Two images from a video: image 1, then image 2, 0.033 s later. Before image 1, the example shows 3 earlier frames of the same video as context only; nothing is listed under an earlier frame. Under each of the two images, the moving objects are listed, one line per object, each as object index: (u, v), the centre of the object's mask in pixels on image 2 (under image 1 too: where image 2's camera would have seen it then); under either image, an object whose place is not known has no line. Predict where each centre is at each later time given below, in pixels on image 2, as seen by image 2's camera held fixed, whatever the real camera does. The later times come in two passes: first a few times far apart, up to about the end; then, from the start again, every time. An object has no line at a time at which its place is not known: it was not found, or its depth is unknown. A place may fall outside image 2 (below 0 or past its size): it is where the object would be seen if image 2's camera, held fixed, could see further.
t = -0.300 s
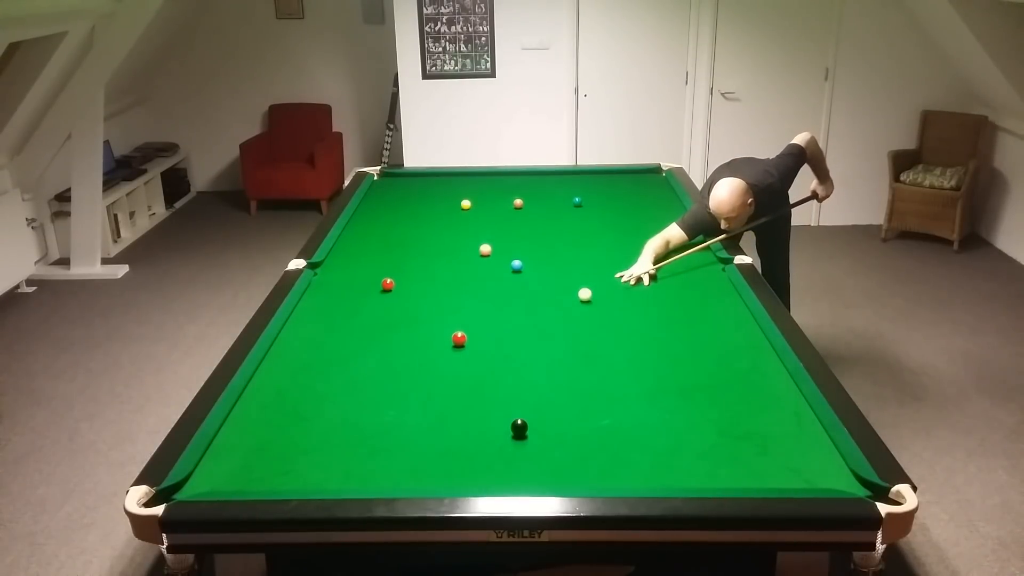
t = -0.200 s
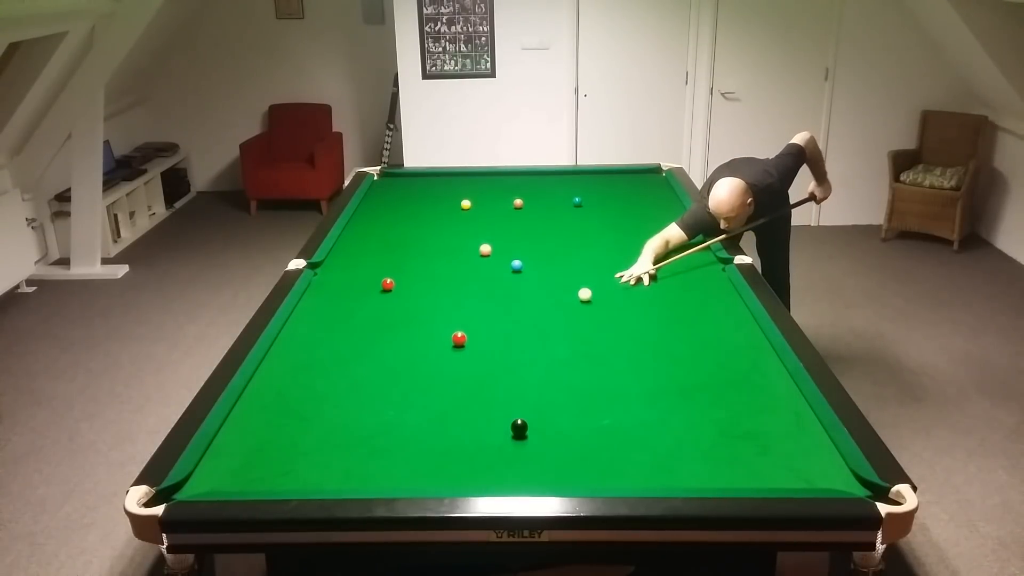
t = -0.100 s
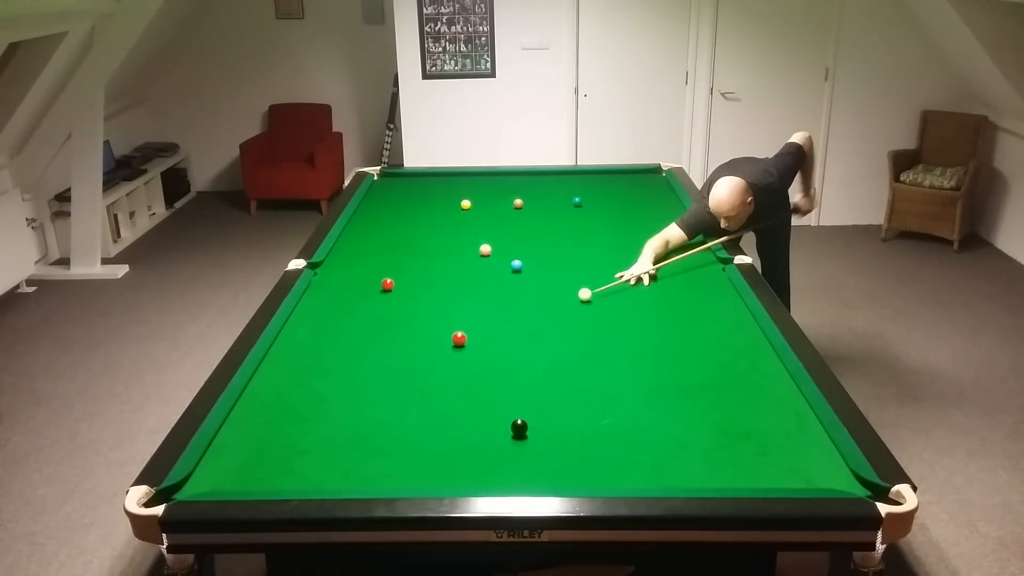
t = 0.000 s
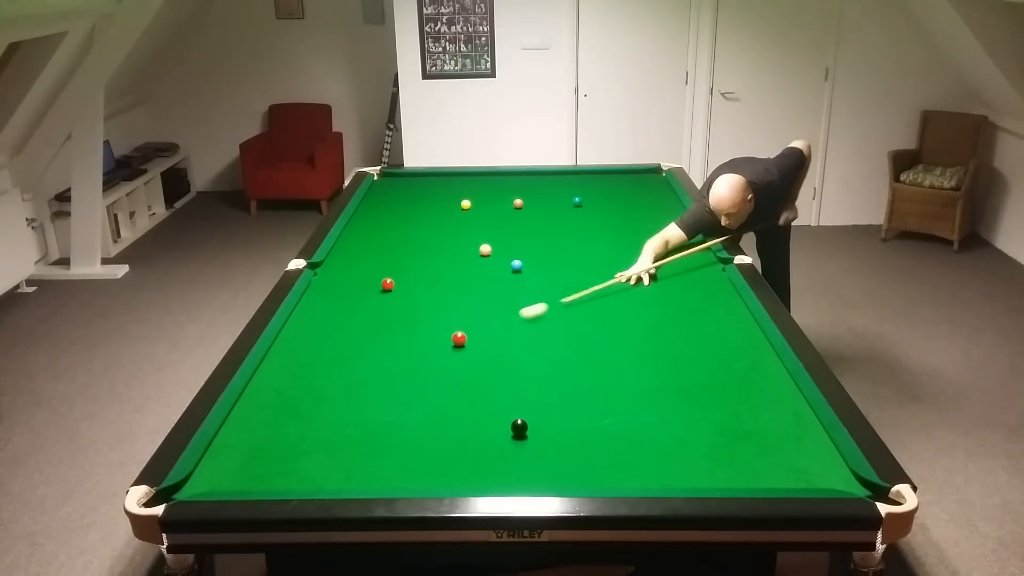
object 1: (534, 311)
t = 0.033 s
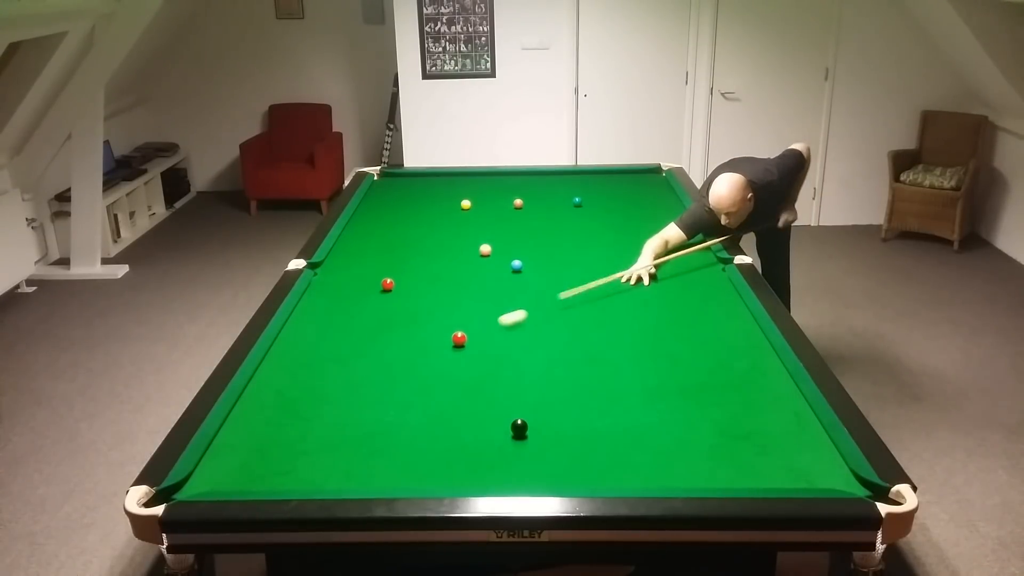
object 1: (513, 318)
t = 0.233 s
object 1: (448, 330)
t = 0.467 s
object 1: (421, 323)
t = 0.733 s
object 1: (392, 316)
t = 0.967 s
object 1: (369, 311)
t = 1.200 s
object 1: (347, 306)
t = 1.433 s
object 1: (327, 301)
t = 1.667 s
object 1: (308, 297)
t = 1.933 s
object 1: (325, 291)
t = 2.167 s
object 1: (339, 286)
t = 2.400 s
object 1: (352, 282)
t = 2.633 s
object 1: (365, 278)
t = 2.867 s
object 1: (375, 274)
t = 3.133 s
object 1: (387, 270)
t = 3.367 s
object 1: (396, 267)
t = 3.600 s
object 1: (404, 265)
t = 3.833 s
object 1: (412, 263)
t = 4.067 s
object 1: (418, 261)
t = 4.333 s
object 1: (424, 259)
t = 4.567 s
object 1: (430, 257)
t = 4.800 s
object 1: (434, 256)
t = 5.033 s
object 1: (437, 255)
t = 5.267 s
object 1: (440, 254)
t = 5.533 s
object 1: (442, 254)
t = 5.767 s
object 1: (443, 254)
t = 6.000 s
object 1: (444, 254)
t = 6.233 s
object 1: (444, 254)
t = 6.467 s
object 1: (444, 254)
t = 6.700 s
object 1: (444, 254)
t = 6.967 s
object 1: (444, 254)
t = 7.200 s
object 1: (444, 254)
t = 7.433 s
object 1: (444, 254)
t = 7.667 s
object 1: (444, 254)
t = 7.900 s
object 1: (444, 254)
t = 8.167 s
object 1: (444, 254)
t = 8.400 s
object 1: (444, 254)
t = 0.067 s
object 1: (492, 325)
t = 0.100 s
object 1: (473, 331)
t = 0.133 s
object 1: (462, 332)
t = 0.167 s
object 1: (457, 332)
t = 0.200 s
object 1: (453, 331)
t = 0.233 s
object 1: (448, 330)
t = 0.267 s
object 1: (444, 329)
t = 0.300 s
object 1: (440, 328)
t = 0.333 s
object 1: (436, 327)
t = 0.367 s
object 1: (433, 326)
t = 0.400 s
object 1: (429, 325)
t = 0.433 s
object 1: (425, 324)
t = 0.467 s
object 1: (421, 323)
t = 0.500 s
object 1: (417, 322)
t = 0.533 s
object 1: (413, 321)
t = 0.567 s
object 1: (410, 321)
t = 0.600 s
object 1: (406, 320)
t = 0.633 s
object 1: (402, 319)
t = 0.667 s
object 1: (399, 318)
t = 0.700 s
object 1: (396, 317)
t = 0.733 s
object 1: (392, 316)
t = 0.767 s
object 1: (389, 315)
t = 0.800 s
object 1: (385, 315)
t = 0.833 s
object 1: (382, 314)
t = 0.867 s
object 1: (379, 313)
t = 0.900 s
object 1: (375, 312)
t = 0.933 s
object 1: (372, 312)
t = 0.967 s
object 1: (369, 311)
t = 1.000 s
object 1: (366, 310)
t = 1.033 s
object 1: (362, 309)
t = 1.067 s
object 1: (359, 309)
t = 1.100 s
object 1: (356, 308)
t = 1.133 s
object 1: (353, 307)
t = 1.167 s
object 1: (350, 306)
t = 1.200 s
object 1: (347, 306)
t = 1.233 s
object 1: (344, 305)
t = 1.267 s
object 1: (341, 304)
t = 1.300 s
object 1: (338, 304)
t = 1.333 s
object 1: (335, 303)
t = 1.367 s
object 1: (332, 302)
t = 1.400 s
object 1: (330, 302)
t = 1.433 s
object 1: (327, 301)
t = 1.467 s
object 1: (324, 300)
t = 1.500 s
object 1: (321, 300)
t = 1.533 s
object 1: (319, 299)
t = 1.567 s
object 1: (316, 298)
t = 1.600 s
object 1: (313, 298)
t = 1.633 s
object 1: (311, 297)
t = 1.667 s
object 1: (308, 297)
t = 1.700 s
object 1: (309, 296)
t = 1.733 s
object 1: (311, 295)
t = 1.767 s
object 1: (314, 294)
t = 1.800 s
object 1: (316, 293)
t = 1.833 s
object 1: (318, 293)
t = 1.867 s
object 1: (320, 292)
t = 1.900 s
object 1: (323, 291)
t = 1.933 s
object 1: (325, 291)
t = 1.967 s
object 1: (327, 290)
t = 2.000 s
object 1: (329, 289)
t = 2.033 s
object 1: (331, 288)
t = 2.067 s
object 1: (333, 288)
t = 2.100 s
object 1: (335, 287)
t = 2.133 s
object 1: (337, 286)
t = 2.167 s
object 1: (339, 286)
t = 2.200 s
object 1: (341, 285)
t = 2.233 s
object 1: (343, 284)
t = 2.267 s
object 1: (345, 284)
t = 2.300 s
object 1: (347, 283)
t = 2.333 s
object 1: (349, 283)
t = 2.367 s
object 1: (351, 282)
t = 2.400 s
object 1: (352, 282)
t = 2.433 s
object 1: (354, 281)
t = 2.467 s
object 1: (356, 280)
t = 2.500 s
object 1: (358, 280)
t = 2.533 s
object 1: (360, 279)
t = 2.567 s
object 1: (361, 279)
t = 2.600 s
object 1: (363, 278)
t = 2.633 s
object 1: (365, 278)
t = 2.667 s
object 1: (366, 277)
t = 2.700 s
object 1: (368, 276)
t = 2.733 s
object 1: (369, 276)
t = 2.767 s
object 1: (371, 275)
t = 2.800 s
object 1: (373, 275)
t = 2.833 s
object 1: (374, 274)
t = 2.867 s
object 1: (375, 274)
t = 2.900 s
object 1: (377, 273)
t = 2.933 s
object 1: (379, 273)
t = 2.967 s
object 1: (380, 272)
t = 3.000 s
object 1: (381, 272)
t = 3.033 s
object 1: (383, 271)
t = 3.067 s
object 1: (384, 271)
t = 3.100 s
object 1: (386, 271)
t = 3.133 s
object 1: (387, 270)
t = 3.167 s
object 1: (388, 270)
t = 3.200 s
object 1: (390, 269)
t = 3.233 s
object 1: (391, 269)
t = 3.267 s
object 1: (392, 269)
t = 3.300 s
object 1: (394, 268)
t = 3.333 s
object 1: (395, 268)
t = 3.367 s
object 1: (396, 267)
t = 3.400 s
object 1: (397, 267)
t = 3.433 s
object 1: (399, 267)
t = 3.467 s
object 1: (400, 266)
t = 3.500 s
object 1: (401, 266)
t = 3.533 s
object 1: (402, 266)
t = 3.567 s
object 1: (403, 265)
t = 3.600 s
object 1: (404, 265)
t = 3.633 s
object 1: (405, 265)
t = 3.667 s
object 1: (406, 264)
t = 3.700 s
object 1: (407, 264)
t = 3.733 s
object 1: (408, 264)
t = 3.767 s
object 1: (410, 263)
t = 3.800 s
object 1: (411, 263)
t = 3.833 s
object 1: (412, 263)
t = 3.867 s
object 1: (412, 262)
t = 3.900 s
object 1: (414, 262)
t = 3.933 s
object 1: (414, 262)
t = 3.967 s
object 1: (415, 261)
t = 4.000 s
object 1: (416, 261)
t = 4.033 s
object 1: (417, 261)
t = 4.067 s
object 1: (418, 261)
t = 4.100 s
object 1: (419, 260)
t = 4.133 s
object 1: (420, 260)
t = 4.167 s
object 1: (420, 260)
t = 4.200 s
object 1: (421, 260)
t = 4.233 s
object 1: (422, 259)
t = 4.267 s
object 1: (423, 259)
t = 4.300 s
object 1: (424, 259)
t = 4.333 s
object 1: (424, 259)
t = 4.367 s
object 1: (425, 258)
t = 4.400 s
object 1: (426, 258)
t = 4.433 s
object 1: (427, 258)
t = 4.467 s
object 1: (428, 258)
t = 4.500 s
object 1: (428, 258)
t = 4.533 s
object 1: (429, 257)
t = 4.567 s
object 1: (430, 257)
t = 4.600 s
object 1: (430, 257)
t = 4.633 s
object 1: (431, 257)
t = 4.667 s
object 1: (431, 257)
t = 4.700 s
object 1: (432, 257)
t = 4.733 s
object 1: (433, 256)
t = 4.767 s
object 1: (433, 256)
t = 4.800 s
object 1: (434, 256)
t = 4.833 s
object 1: (434, 256)
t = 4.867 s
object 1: (435, 256)
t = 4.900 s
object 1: (436, 256)
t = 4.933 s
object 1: (436, 256)
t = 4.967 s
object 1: (436, 256)
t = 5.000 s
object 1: (437, 255)
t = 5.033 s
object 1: (437, 255)
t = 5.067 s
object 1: (438, 255)
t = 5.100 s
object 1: (438, 255)
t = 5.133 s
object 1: (438, 255)
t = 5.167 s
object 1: (439, 255)
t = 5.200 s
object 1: (439, 254)
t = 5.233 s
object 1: (440, 254)
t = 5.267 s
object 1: (440, 254)
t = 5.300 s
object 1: (440, 254)
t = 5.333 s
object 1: (441, 254)
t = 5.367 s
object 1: (441, 254)
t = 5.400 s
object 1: (441, 254)
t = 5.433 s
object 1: (441, 254)
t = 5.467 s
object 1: (442, 254)
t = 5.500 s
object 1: (442, 254)
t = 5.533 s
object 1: (442, 254)
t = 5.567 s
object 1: (442, 254)
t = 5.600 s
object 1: (443, 254)
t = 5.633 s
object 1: (443, 254)
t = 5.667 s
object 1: (443, 254)
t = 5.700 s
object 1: (443, 254)
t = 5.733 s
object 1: (443, 254)
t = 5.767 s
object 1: (443, 254)
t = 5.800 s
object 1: (443, 254)
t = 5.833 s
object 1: (443, 254)
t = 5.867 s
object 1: (444, 254)
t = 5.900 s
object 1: (444, 254)
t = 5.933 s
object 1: (444, 254)
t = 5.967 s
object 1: (444, 254)
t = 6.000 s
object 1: (444, 254)
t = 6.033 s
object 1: (444, 254)
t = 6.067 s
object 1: (444, 254)
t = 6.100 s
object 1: (444, 254)
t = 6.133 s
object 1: (444, 254)
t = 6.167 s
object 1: (444, 254)
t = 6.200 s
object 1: (444, 254)
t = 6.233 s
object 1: (444, 254)
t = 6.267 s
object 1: (444, 254)
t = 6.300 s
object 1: (444, 254)
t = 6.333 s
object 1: (444, 254)
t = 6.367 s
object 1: (444, 254)
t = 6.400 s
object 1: (444, 254)
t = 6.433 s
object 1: (444, 254)
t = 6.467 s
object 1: (444, 254)
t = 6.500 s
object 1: (444, 254)
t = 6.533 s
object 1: (444, 254)
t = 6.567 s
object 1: (444, 254)
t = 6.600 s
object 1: (444, 254)
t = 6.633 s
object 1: (444, 254)
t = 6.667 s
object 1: (444, 254)
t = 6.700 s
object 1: (444, 254)
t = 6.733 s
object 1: (444, 254)
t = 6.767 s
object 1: (444, 254)
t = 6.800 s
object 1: (444, 254)
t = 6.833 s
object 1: (444, 254)
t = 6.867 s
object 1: (444, 254)
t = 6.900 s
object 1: (444, 254)
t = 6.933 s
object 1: (444, 254)
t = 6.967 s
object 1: (444, 254)
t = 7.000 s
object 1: (444, 254)
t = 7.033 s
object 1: (444, 254)
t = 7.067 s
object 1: (444, 254)
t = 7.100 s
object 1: (444, 254)
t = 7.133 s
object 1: (444, 254)
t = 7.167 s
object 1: (444, 254)
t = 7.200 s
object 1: (444, 254)
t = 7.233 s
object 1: (444, 254)
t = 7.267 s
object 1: (444, 254)
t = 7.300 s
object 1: (444, 254)
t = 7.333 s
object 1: (444, 254)
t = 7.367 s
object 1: (444, 254)
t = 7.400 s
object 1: (444, 254)
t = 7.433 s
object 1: (444, 254)
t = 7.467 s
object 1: (444, 254)
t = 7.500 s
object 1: (444, 254)
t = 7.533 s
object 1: (444, 254)
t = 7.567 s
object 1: (444, 254)
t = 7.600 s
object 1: (444, 254)
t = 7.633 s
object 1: (444, 254)
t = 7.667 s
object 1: (444, 254)
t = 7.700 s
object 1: (444, 254)
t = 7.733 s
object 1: (444, 254)
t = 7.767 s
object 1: (444, 254)
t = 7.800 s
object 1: (444, 254)
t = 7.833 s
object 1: (444, 254)
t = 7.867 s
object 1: (444, 254)
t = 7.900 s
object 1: (444, 254)
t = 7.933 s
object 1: (444, 254)
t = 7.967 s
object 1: (444, 254)
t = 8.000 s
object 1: (444, 254)
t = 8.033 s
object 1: (444, 254)
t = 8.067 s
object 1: (444, 254)
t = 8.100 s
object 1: (444, 254)
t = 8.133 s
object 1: (444, 254)
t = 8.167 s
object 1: (444, 254)
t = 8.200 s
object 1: (444, 254)
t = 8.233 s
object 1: (444, 254)
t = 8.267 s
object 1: (444, 254)
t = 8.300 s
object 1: (444, 254)
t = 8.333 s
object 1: (444, 254)
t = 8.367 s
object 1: (444, 254)
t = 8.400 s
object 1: (444, 254)
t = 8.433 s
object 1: (444, 254)
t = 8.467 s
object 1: (444, 254)
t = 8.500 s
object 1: (444, 254)
